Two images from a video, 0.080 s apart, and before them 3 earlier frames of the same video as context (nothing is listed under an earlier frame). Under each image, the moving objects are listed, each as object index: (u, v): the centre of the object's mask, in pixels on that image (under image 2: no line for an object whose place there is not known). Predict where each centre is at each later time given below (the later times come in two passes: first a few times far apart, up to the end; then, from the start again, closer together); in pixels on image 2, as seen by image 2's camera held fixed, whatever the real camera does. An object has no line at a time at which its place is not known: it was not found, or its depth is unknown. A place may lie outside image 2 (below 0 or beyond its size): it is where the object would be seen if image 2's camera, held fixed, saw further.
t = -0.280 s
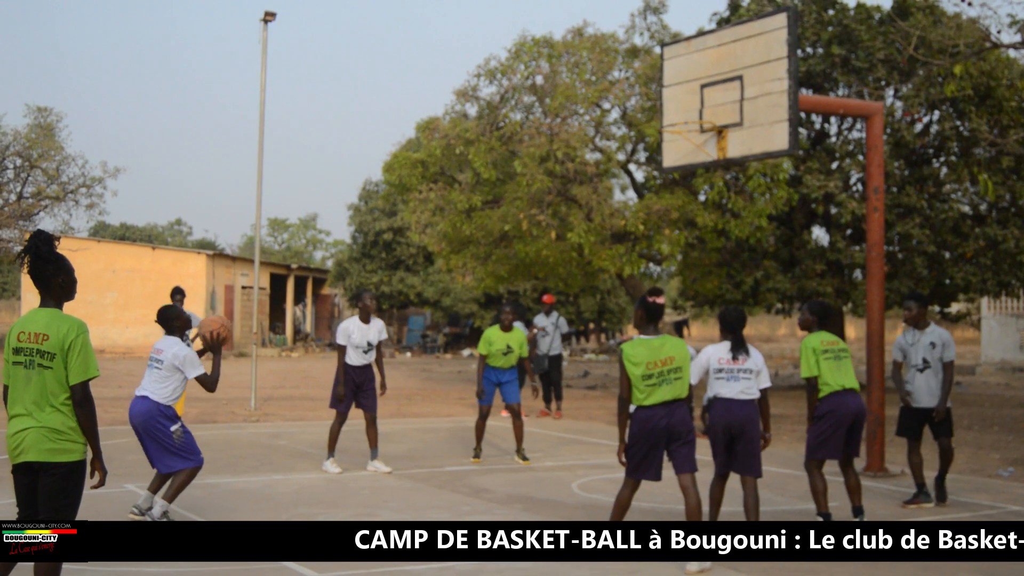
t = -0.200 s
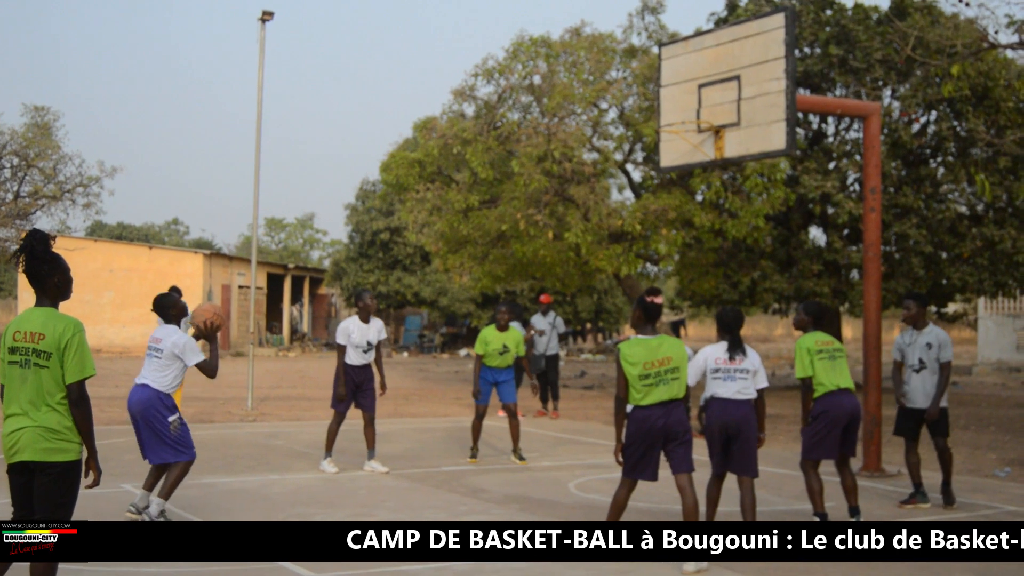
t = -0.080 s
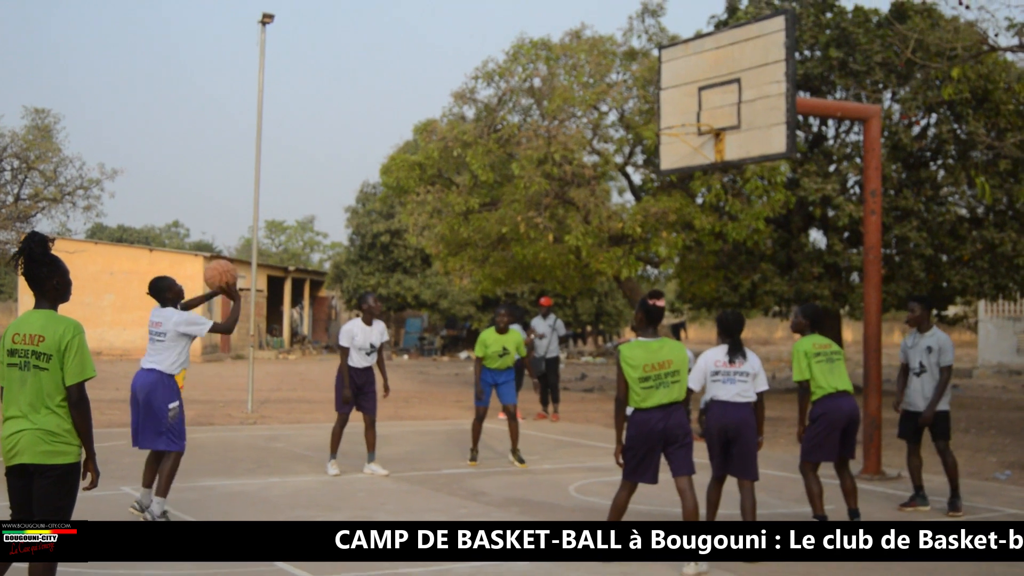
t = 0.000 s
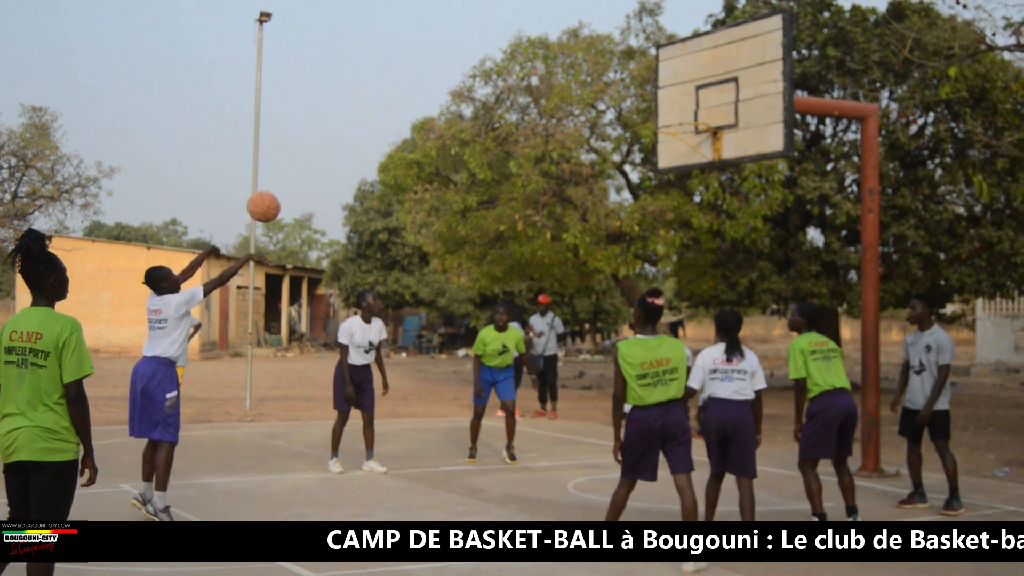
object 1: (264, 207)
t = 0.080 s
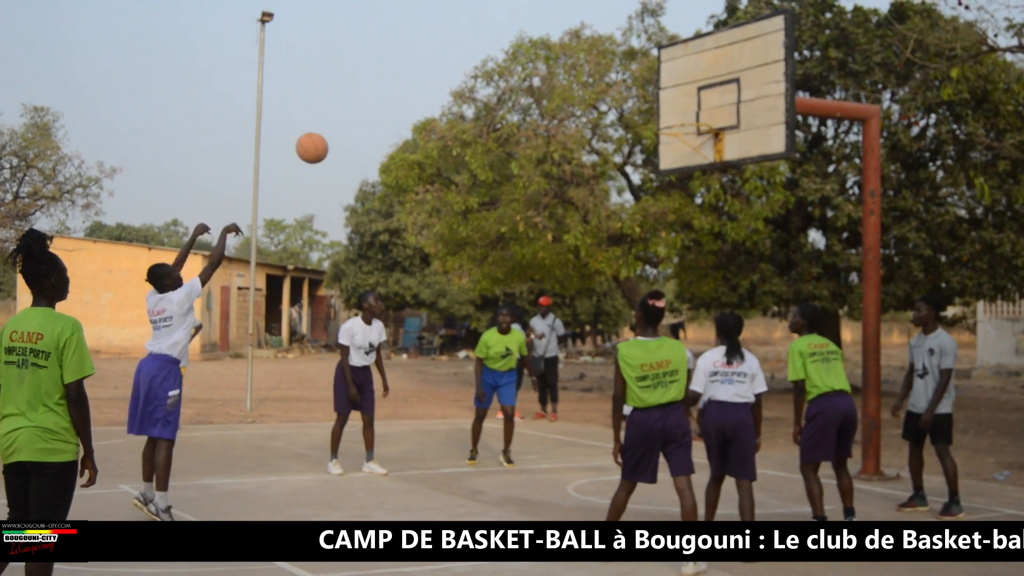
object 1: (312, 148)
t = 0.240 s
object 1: (400, 61)
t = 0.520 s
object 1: (538, 4)
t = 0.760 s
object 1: (641, 19)
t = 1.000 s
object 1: (692, 92)
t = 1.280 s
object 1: (703, 103)
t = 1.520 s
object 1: (720, 114)
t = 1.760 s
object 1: (756, 153)
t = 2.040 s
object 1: (800, 294)
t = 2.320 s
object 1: (844, 468)
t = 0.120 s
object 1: (334, 123)
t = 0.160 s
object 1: (357, 99)
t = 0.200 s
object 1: (379, 79)
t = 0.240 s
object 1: (400, 61)
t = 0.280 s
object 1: (421, 43)
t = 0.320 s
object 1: (441, 31)
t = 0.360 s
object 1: (461, 20)
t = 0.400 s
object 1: (481, 12)
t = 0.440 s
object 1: (501, 6)
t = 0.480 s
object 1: (520, 6)
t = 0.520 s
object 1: (538, 4)
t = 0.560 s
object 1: (557, 3)
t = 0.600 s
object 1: (574, 2)
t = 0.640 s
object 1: (592, 3)
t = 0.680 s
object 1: (610, 4)
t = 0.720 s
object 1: (625, 10)
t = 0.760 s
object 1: (641, 19)
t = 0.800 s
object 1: (657, 28)
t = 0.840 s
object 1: (674, 40)
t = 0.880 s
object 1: (689, 54)
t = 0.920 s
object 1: (705, 69)
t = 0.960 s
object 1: (701, 80)
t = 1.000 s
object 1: (692, 92)
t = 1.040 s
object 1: (681, 106)
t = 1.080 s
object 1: (670, 122)
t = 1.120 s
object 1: (677, 121)
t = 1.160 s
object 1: (689, 117)
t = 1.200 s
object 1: (698, 114)
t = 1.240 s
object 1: (701, 107)
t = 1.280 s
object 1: (703, 103)
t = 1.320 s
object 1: (706, 100)
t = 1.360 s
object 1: (709, 100)
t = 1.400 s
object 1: (712, 102)
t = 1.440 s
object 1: (714, 105)
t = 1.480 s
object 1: (716, 109)
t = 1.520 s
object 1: (720, 114)
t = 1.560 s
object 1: (726, 117)
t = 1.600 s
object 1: (732, 120)
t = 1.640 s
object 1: (738, 124)
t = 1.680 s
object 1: (744, 131)
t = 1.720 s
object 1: (750, 142)
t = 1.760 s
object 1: (756, 153)
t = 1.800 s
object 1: (763, 167)
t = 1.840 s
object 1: (768, 182)
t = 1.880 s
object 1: (775, 200)
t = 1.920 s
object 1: (781, 220)
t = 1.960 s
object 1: (787, 242)
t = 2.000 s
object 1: (794, 267)
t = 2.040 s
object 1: (800, 294)
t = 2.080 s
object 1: (806, 323)
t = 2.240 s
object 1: (832, 462)
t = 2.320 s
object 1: (844, 468)
